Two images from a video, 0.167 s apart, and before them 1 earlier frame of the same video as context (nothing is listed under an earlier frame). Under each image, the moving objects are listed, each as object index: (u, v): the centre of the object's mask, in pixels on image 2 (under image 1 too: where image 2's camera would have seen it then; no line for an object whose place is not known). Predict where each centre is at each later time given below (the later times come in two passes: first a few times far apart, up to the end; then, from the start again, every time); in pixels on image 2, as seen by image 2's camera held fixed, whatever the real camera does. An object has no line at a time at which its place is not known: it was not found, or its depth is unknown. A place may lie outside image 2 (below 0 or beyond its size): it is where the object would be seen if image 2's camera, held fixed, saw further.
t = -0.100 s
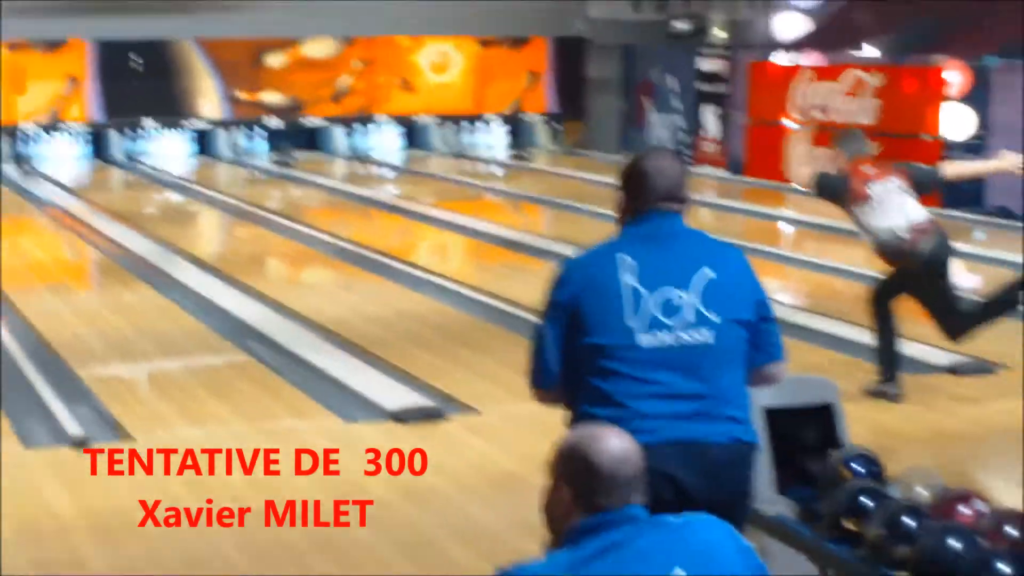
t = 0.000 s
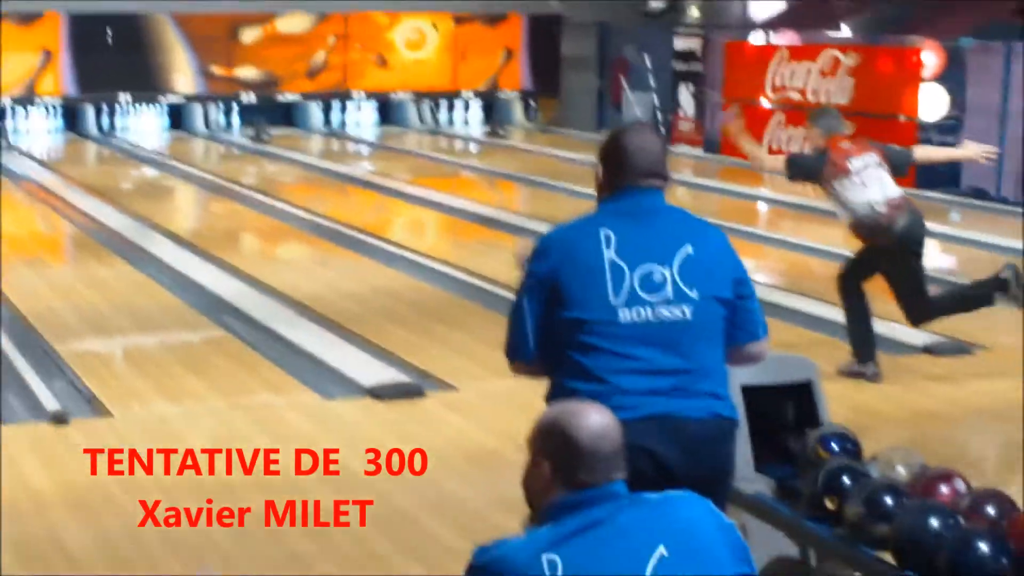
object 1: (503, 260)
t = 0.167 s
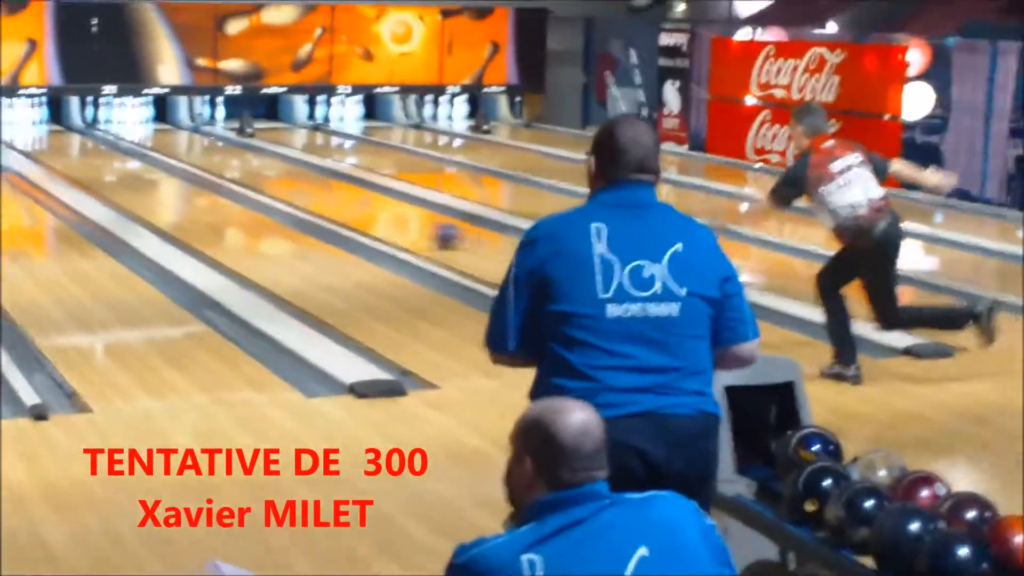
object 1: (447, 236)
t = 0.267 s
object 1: (410, 222)
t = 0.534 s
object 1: (332, 196)
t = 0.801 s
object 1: (270, 174)
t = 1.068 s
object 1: (221, 156)
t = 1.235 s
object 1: (195, 147)
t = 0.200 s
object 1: (435, 231)
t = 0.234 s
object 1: (423, 226)
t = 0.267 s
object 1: (410, 222)
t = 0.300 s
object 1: (399, 219)
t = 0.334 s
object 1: (389, 216)
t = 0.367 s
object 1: (378, 212)
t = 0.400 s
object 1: (369, 209)
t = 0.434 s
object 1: (360, 206)
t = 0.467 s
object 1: (350, 202)
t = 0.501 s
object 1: (341, 199)
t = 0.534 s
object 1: (332, 196)
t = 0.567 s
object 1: (323, 192)
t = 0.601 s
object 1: (314, 189)
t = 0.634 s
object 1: (307, 186)
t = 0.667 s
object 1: (299, 184)
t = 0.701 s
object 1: (292, 181)
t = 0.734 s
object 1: (284, 178)
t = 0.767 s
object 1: (277, 175)
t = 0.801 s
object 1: (270, 174)
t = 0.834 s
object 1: (264, 171)
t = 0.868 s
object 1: (257, 168)
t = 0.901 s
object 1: (251, 166)
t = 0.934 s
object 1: (244, 164)
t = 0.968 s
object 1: (238, 162)
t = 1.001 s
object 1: (232, 160)
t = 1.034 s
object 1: (226, 158)
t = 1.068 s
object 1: (221, 156)
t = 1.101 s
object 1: (215, 154)
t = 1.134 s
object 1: (210, 152)
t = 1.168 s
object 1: (204, 150)
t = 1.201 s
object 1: (199, 149)
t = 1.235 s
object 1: (195, 147)
